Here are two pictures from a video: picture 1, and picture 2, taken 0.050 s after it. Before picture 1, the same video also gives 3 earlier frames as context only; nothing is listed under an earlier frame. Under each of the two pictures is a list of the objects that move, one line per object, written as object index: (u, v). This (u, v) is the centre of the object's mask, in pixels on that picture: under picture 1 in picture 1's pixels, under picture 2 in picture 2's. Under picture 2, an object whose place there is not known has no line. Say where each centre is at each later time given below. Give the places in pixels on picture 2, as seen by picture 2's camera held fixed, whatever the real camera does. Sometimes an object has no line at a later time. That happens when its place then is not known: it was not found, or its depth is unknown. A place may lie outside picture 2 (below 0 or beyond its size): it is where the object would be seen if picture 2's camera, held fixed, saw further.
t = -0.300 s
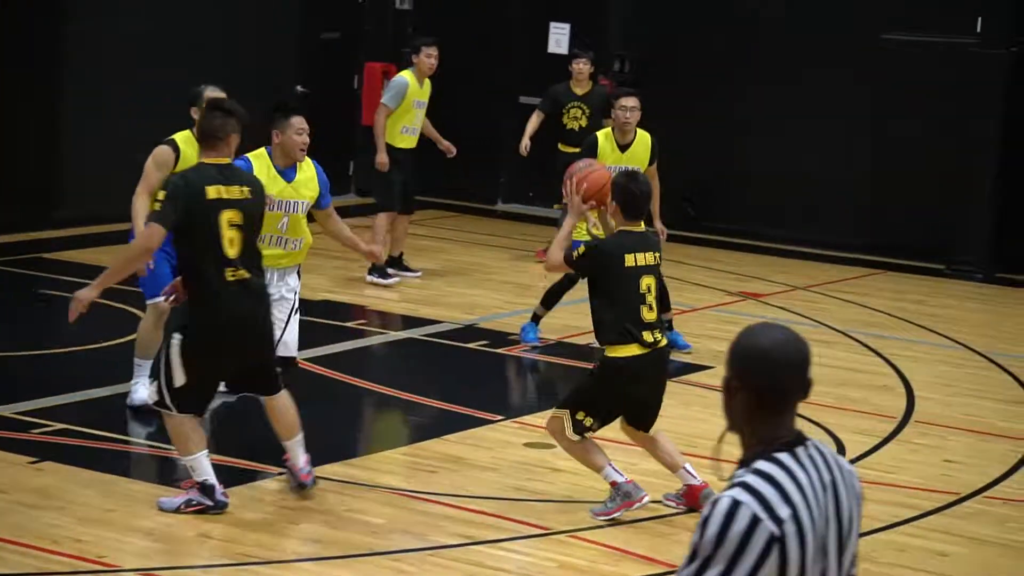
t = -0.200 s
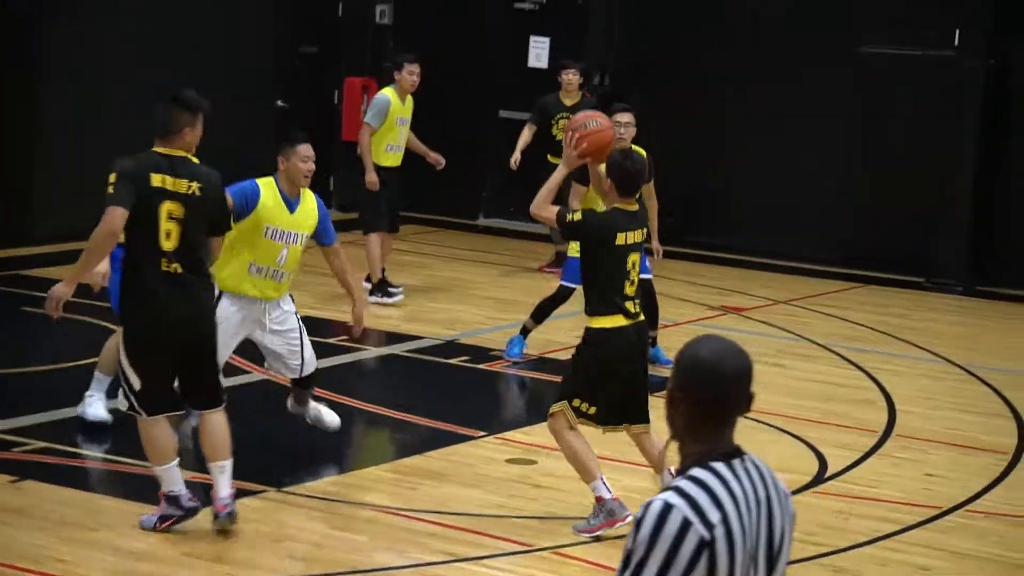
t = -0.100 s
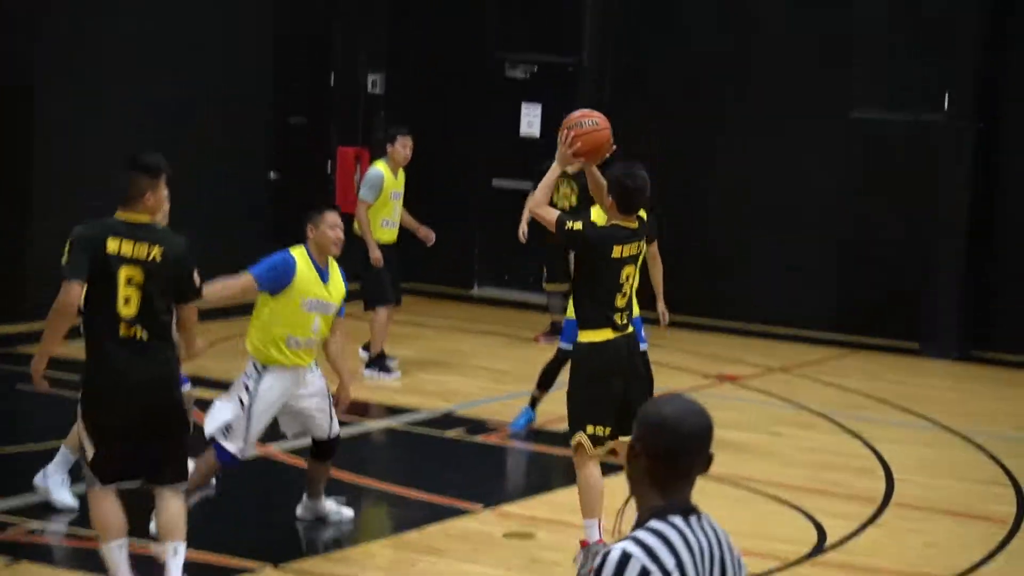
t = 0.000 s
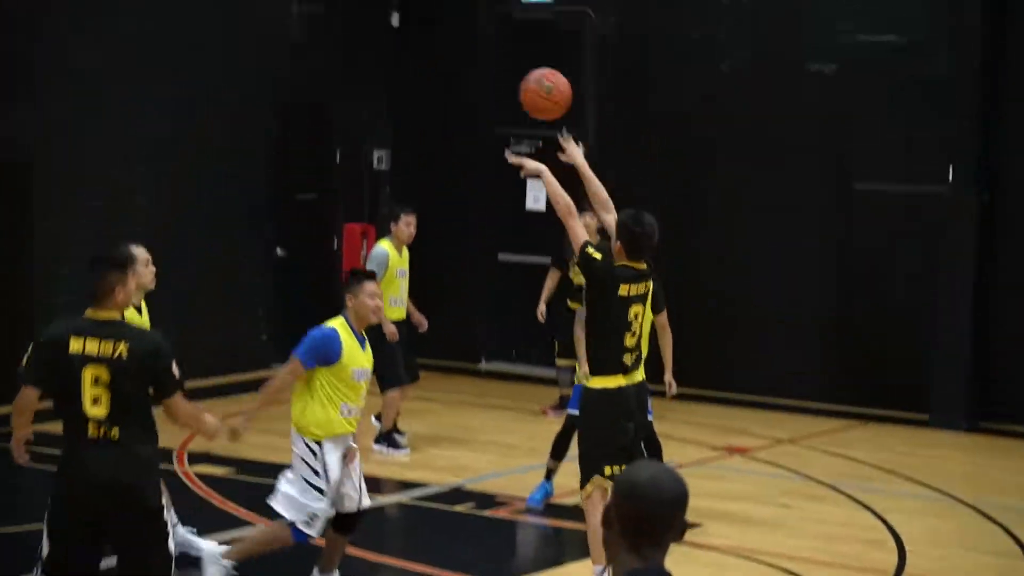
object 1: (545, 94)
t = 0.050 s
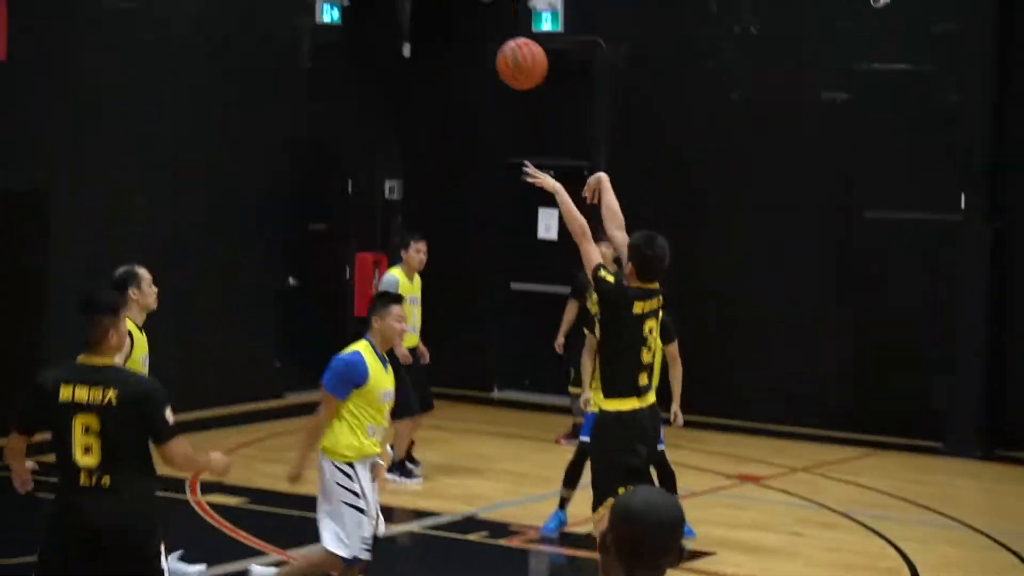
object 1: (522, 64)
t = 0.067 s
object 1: (510, 45)
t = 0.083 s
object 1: (498, 28)
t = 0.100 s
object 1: (488, 10)
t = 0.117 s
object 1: (477, -6)
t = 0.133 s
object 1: (466, -21)
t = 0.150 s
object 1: (454, -35)
